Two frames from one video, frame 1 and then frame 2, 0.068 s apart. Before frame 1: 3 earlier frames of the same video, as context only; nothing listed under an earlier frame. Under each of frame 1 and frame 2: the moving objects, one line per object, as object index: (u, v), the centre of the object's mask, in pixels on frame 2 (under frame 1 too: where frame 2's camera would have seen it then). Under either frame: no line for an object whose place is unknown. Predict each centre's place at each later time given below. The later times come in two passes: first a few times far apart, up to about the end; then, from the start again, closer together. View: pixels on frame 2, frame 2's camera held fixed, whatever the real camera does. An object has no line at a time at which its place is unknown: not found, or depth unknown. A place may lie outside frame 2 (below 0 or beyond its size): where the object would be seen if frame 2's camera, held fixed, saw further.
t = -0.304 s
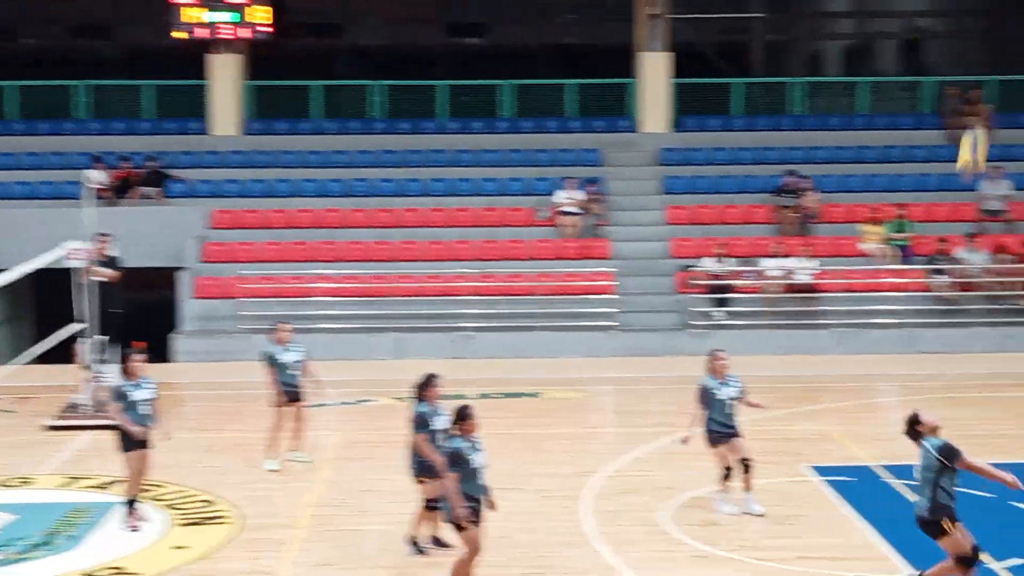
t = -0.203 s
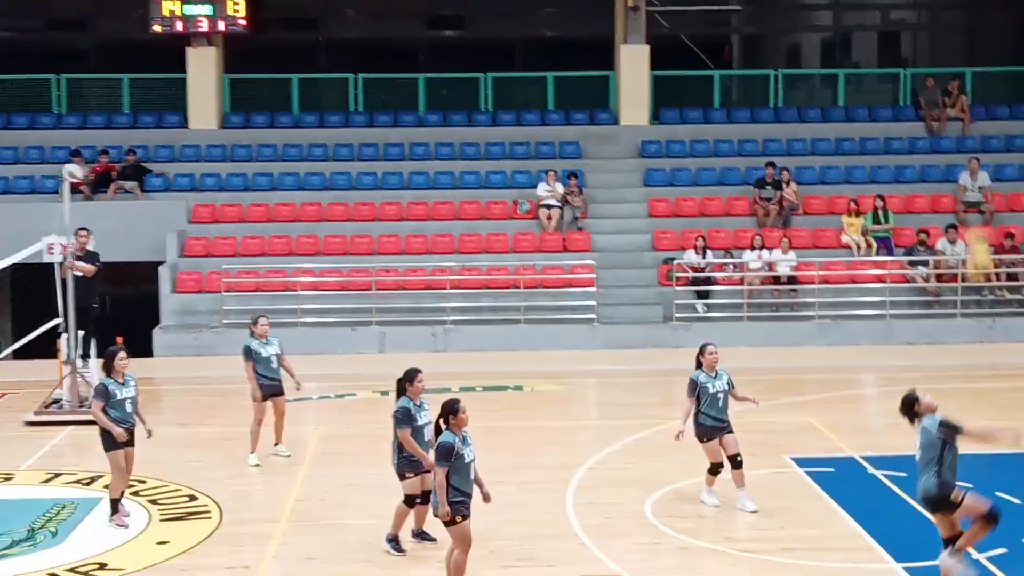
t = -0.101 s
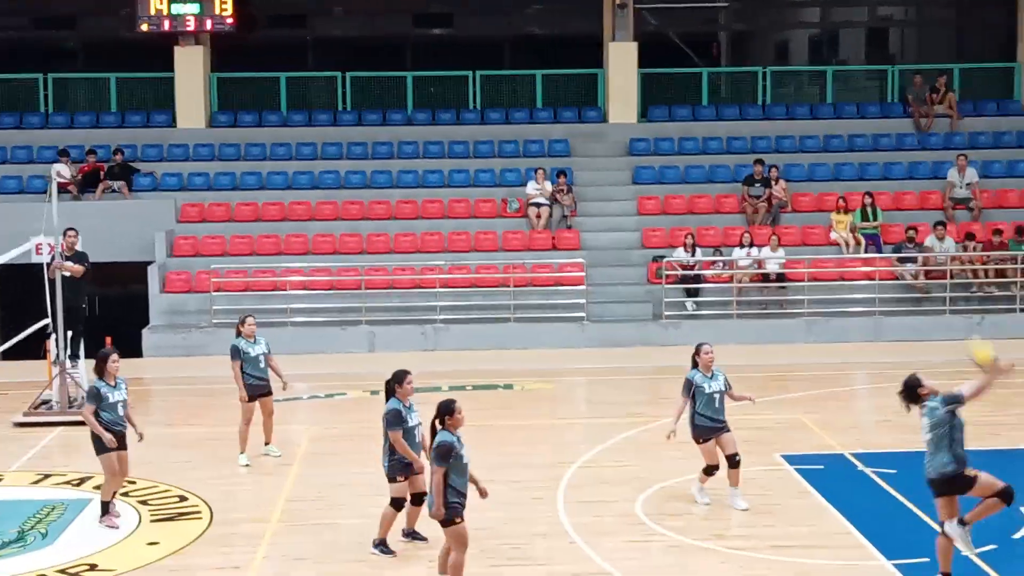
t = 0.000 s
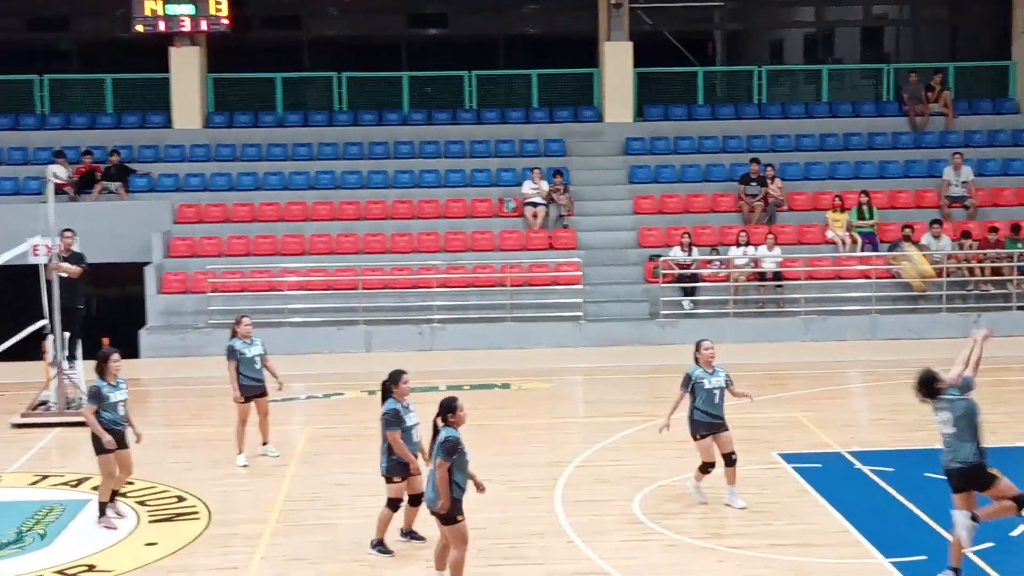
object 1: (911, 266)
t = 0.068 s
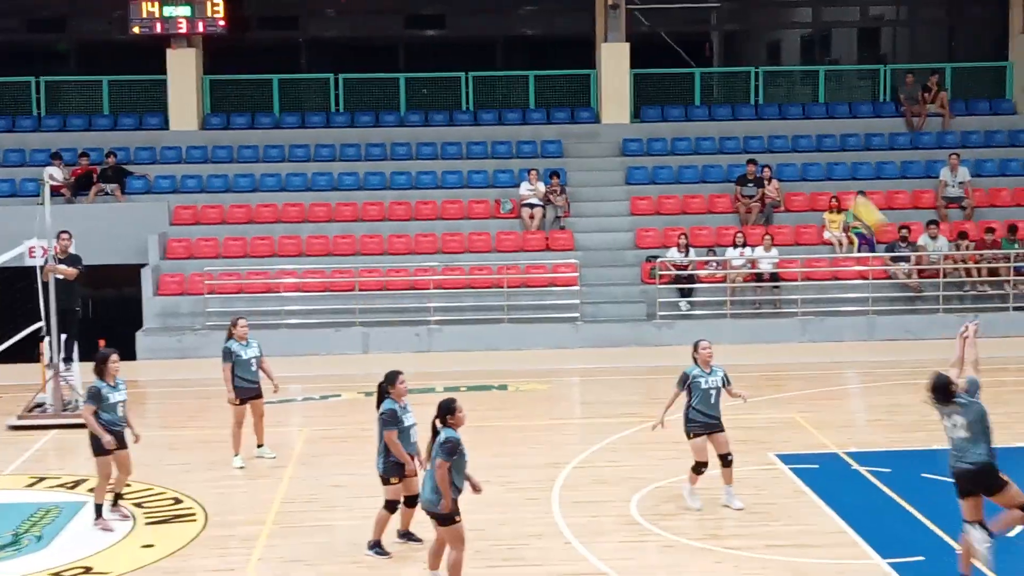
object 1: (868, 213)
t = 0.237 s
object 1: (760, 115)
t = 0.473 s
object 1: (618, 41)
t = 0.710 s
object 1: (487, 43)
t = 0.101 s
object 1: (843, 188)
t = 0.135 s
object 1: (823, 170)
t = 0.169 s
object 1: (802, 149)
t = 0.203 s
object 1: (780, 131)
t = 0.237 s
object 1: (760, 115)
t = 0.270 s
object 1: (739, 100)
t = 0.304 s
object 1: (719, 86)
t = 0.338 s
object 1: (698, 75)
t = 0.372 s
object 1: (676, 64)
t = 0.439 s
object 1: (640, 48)
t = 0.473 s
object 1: (618, 41)
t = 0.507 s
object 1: (598, 37)
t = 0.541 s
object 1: (580, 35)
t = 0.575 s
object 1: (560, 33)
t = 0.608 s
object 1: (541, 33)
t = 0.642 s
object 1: (523, 35)
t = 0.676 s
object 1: (505, 38)
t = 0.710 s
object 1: (487, 43)
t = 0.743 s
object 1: (469, 48)
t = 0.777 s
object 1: (453, 55)
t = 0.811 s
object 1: (436, 63)
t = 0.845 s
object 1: (421, 73)
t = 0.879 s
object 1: (404, 85)
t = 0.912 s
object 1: (389, 97)
